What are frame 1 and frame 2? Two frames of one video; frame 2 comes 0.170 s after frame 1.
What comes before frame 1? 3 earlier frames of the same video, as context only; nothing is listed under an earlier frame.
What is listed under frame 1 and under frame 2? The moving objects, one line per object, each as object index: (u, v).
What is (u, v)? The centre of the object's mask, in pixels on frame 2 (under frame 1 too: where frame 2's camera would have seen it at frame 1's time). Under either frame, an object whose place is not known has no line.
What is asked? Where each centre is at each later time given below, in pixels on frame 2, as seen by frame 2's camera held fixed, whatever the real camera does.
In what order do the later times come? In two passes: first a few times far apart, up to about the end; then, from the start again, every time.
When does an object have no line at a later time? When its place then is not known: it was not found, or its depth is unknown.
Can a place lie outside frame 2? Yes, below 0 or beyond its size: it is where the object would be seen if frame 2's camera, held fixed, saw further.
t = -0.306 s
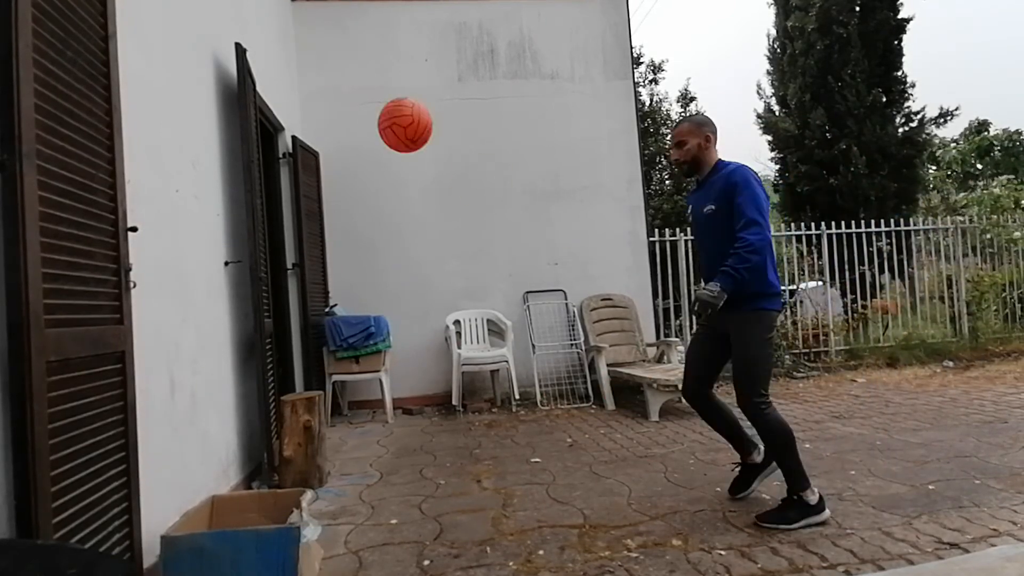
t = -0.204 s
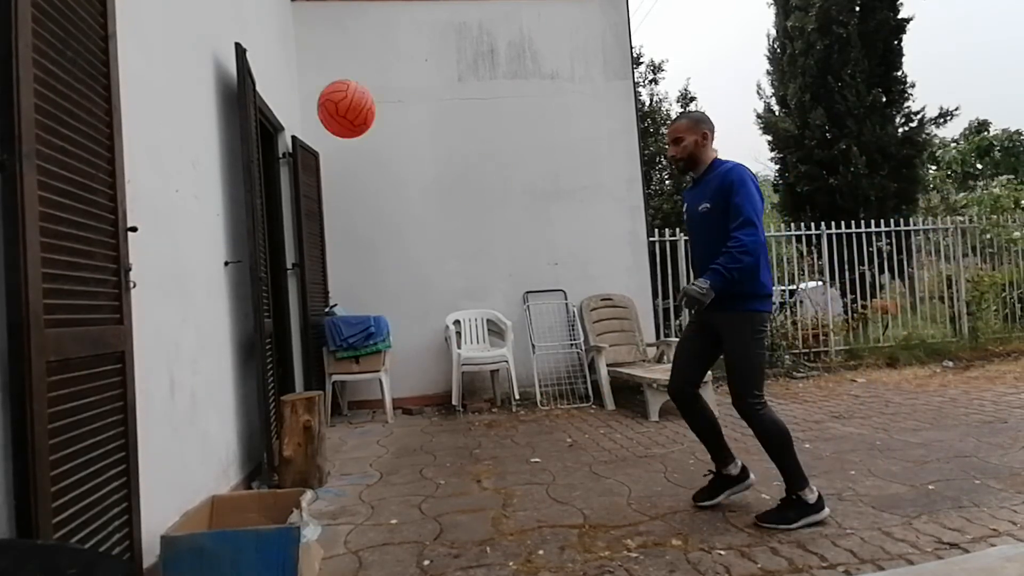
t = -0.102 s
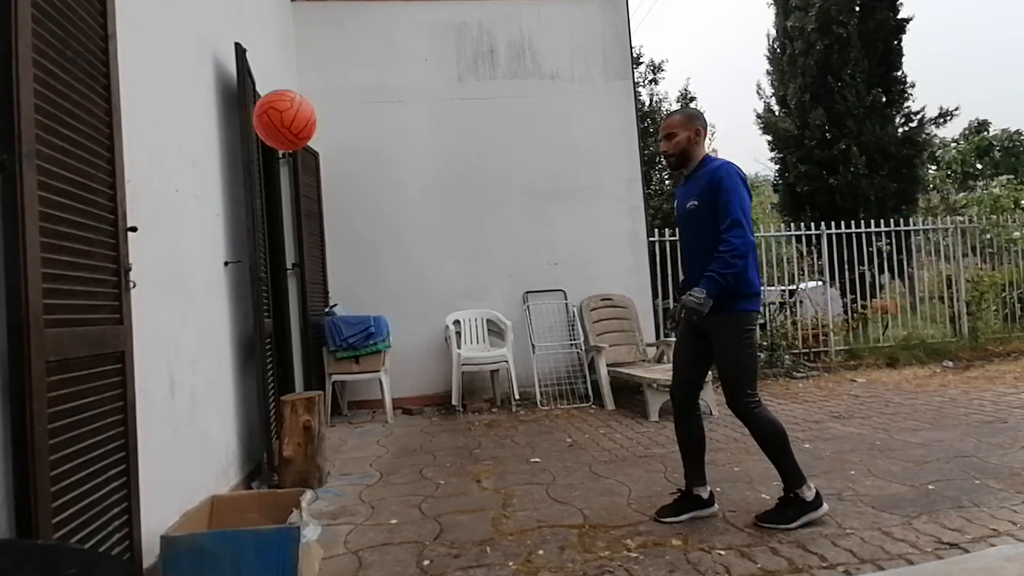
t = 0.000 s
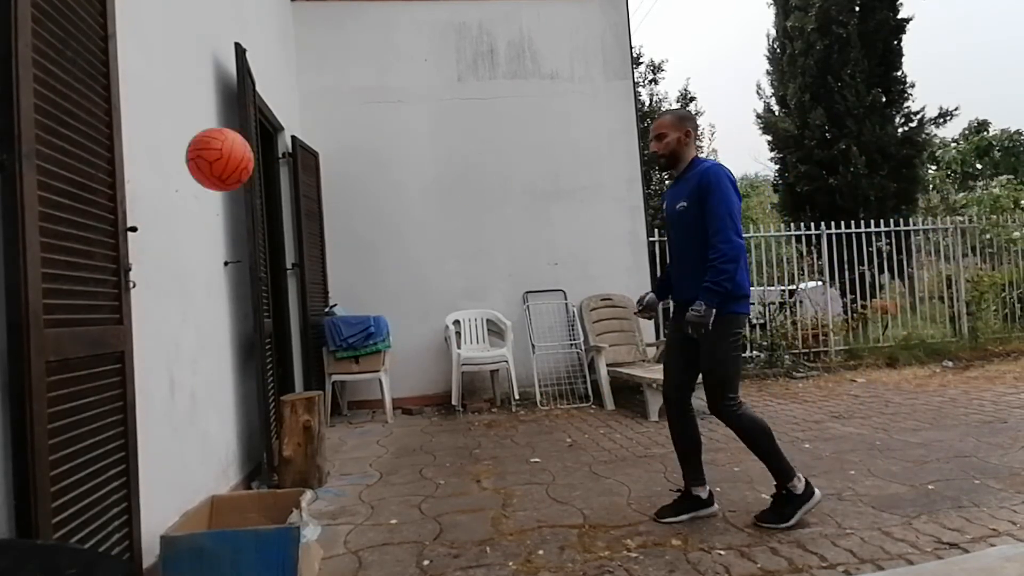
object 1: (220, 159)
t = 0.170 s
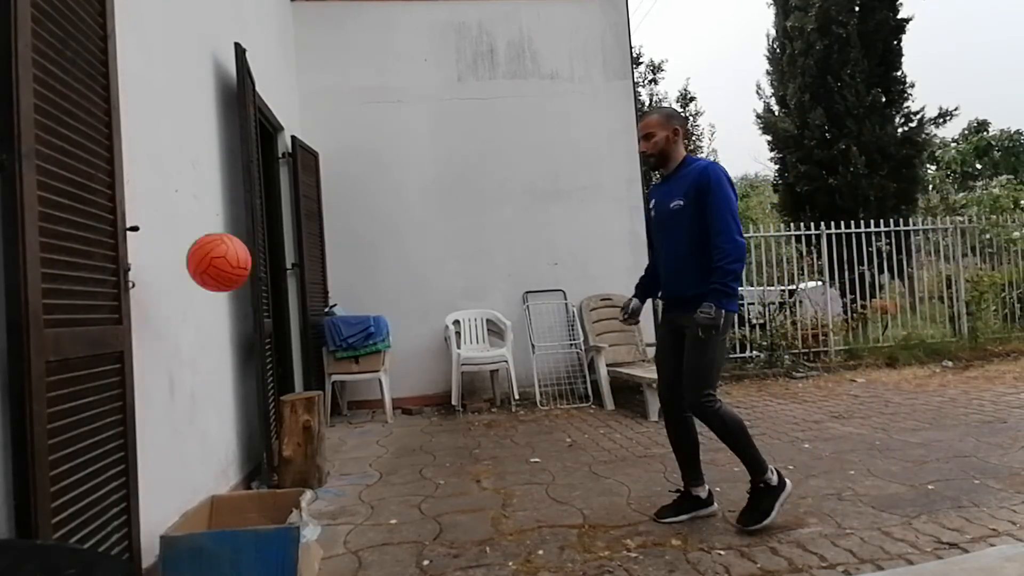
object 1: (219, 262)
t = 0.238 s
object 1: (262, 305)
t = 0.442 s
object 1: (368, 459)
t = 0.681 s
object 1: (437, 360)
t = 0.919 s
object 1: (493, 320)
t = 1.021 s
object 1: (515, 331)
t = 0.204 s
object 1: (242, 283)
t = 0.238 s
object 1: (262, 305)
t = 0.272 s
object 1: (282, 328)
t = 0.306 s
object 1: (301, 352)
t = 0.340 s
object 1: (319, 376)
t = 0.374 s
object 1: (337, 403)
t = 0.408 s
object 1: (353, 430)
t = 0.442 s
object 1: (368, 459)
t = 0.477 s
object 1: (383, 488)
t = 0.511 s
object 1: (393, 461)
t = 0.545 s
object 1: (402, 435)
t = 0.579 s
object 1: (411, 412)
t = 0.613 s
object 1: (420, 392)
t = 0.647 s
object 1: (429, 375)
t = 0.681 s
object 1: (437, 360)
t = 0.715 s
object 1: (445, 348)
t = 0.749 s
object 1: (453, 338)
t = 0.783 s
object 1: (461, 331)
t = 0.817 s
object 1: (469, 325)
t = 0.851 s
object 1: (477, 321)
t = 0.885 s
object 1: (485, 319)
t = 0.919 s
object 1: (493, 320)
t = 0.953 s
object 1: (500, 322)
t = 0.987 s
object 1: (508, 325)
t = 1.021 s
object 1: (515, 331)
